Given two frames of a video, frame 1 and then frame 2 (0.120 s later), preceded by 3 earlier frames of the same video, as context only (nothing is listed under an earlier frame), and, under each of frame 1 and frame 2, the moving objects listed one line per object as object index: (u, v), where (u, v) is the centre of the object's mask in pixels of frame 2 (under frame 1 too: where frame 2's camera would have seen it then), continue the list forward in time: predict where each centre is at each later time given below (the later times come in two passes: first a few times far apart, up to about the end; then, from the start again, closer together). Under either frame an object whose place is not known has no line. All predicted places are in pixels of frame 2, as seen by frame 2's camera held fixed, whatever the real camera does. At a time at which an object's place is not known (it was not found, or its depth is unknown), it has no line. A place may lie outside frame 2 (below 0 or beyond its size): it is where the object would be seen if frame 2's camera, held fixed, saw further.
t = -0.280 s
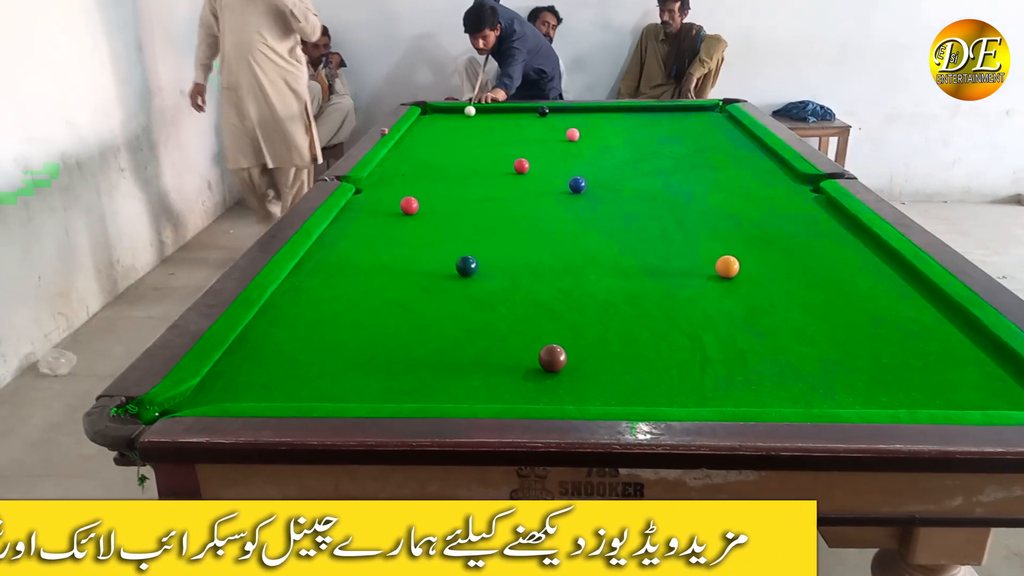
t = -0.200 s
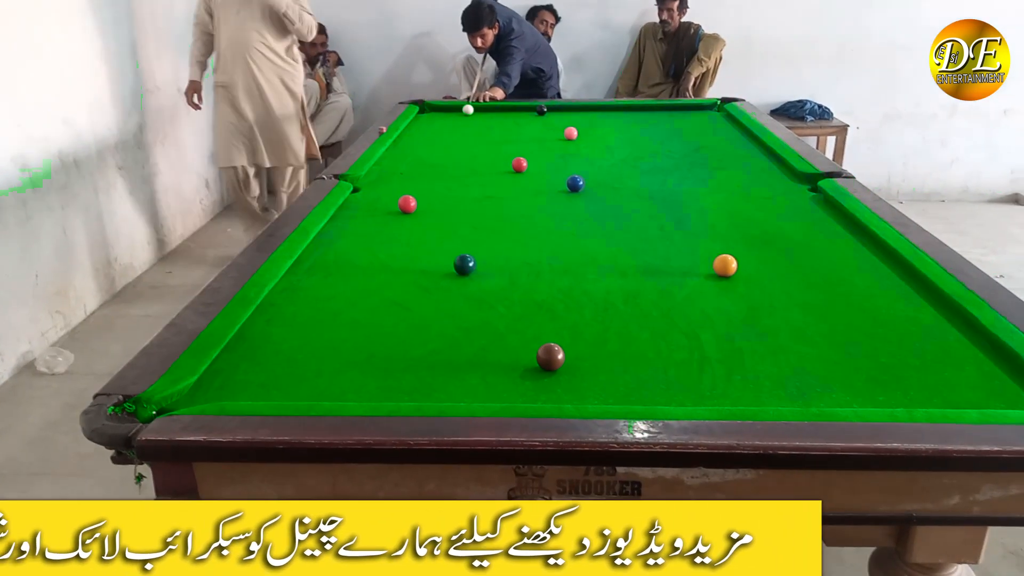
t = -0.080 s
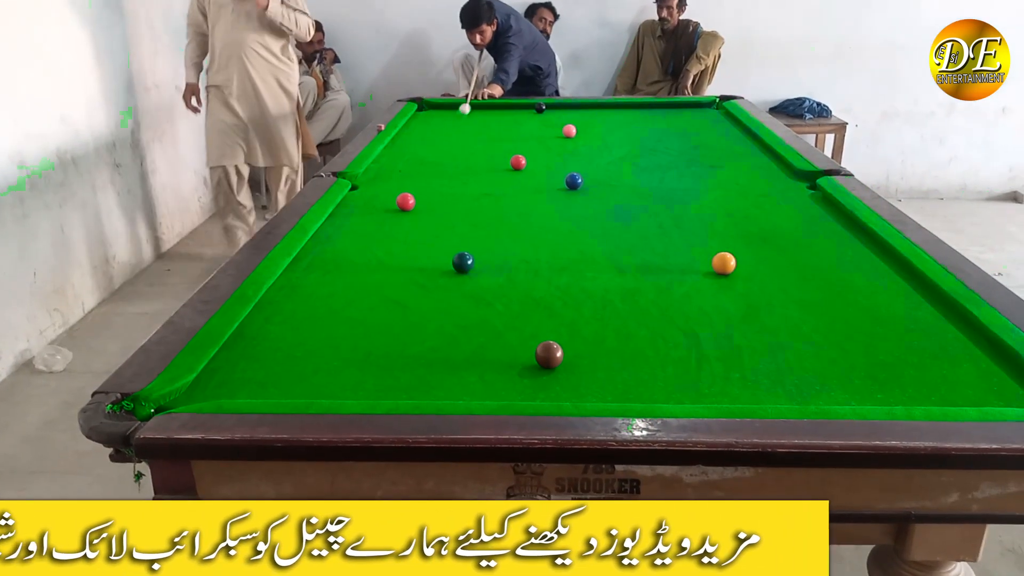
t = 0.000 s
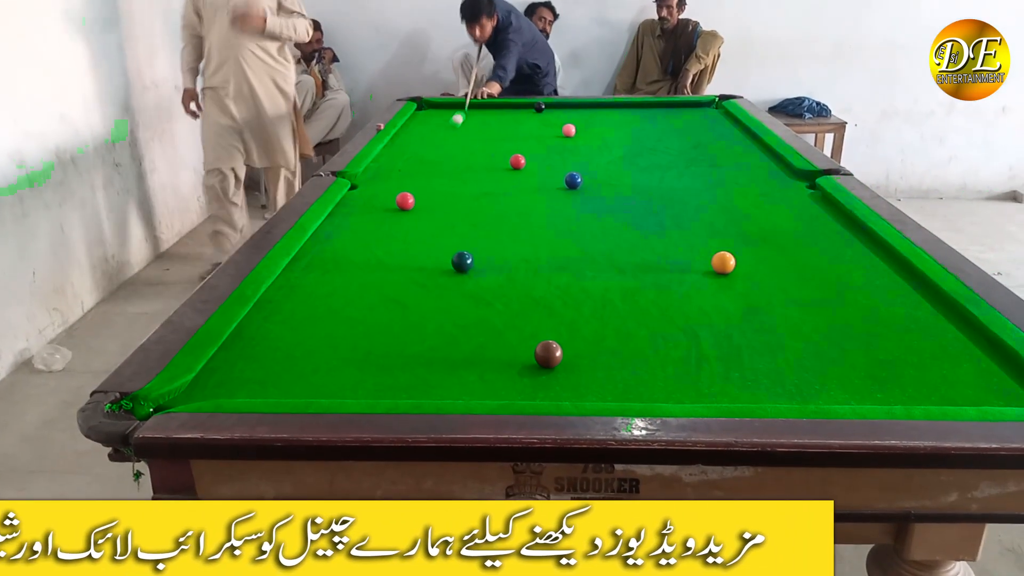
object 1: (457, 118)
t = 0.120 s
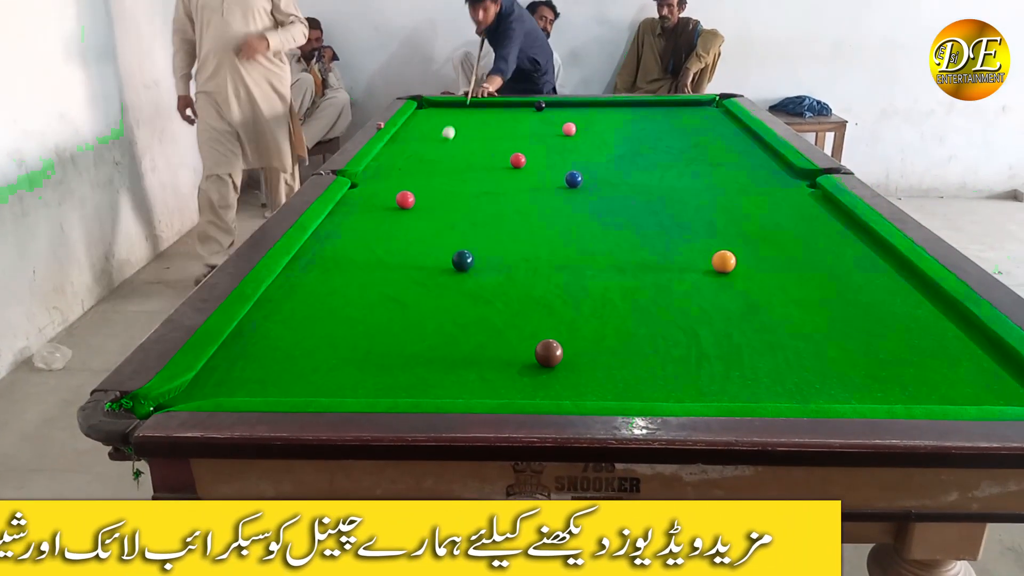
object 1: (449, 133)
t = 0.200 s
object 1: (441, 145)
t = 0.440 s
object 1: (414, 189)
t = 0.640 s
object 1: (410, 198)
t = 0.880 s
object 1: (404, 211)
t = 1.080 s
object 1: (398, 222)
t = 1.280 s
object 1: (392, 235)
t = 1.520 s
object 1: (384, 250)
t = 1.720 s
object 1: (376, 263)
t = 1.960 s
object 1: (366, 279)
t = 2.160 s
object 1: (356, 293)
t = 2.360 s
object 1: (345, 307)
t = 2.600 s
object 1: (331, 324)
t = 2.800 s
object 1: (320, 339)
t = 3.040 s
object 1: (306, 357)
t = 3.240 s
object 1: (294, 371)
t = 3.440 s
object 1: (281, 385)
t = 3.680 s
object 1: (272, 389)
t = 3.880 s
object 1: (275, 384)
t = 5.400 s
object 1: (276, 370)
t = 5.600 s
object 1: (276, 370)
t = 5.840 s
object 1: (276, 370)
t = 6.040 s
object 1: (276, 370)
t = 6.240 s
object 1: (276, 370)
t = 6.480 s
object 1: (276, 370)
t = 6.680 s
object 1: (276, 370)
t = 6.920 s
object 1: (276, 370)
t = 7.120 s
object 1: (276, 370)
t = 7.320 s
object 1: (276, 370)
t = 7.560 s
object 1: (276, 370)
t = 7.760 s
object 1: (276, 370)
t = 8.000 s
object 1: (275, 370)
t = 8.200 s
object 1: (275, 370)
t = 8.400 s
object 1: (275, 370)
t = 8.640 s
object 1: (275, 370)
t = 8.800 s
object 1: (275, 370)
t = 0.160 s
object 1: (446, 138)
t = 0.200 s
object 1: (441, 145)
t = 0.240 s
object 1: (437, 151)
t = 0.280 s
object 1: (433, 158)
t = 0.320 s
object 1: (429, 164)
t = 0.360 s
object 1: (425, 170)
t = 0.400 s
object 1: (418, 181)
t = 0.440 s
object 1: (414, 189)
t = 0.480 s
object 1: (411, 193)
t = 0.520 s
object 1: (410, 195)
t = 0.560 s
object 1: (410, 196)
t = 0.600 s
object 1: (410, 197)
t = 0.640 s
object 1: (410, 198)
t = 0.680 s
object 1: (409, 200)
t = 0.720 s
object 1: (408, 202)
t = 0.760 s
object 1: (407, 204)
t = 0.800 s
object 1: (406, 206)
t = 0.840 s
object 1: (405, 208)
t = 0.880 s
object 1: (404, 211)
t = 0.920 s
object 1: (403, 213)
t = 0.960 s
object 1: (402, 215)
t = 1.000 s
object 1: (401, 218)
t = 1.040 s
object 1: (400, 220)
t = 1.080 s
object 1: (398, 222)
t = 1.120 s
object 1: (397, 225)
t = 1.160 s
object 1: (396, 227)
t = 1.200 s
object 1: (395, 230)
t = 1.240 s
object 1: (394, 232)
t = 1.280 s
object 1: (392, 235)
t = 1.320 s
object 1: (391, 237)
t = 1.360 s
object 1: (389, 240)
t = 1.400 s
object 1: (388, 242)
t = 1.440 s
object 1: (386, 245)
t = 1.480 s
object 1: (385, 247)
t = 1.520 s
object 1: (384, 250)
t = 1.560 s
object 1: (382, 252)
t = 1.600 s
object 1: (380, 255)
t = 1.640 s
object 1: (379, 258)
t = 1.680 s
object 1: (378, 260)
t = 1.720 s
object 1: (376, 263)
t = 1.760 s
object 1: (374, 266)
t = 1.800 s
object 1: (372, 268)
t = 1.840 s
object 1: (371, 271)
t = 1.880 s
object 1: (369, 274)
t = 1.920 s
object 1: (367, 276)
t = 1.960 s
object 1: (366, 279)
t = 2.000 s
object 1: (364, 282)
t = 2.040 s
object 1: (361, 285)
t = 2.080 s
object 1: (360, 288)
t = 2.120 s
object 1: (358, 290)
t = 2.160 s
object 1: (356, 293)
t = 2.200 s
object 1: (353, 296)
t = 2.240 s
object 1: (351, 299)
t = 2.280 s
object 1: (349, 302)
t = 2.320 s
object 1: (347, 305)
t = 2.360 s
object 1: (345, 307)
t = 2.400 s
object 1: (343, 310)
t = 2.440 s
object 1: (340, 313)
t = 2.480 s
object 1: (338, 316)
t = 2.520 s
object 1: (336, 319)
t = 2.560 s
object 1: (334, 322)
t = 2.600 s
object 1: (331, 324)
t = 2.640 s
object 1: (329, 327)
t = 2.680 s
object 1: (326, 331)
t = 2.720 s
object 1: (324, 334)
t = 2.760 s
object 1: (322, 337)
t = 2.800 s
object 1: (320, 339)
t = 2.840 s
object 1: (317, 342)
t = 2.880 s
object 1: (315, 345)
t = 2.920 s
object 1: (312, 349)
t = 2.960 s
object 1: (310, 351)
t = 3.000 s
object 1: (308, 354)
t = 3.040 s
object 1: (306, 357)
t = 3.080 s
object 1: (303, 360)
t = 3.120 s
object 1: (301, 363)
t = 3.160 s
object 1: (298, 366)
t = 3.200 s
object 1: (296, 369)
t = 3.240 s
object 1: (294, 371)
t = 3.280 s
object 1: (291, 374)
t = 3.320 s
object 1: (288, 377)
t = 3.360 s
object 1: (286, 380)
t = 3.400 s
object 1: (283, 382)
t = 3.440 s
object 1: (281, 385)
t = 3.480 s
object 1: (279, 386)
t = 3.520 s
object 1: (276, 388)
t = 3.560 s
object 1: (274, 389)
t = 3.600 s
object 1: (271, 390)
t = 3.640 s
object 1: (272, 390)
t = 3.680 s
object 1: (272, 389)
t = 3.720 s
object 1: (273, 388)
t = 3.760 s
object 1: (274, 387)
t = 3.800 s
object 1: (274, 386)
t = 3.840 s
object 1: (275, 385)
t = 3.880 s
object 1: (275, 384)
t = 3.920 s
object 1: (276, 383)
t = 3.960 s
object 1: (276, 381)
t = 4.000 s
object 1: (276, 380)
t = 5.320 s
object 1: (276, 370)
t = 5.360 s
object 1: (276, 370)
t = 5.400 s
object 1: (276, 370)
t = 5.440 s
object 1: (276, 370)
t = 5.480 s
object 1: (276, 370)
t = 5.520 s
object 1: (276, 370)
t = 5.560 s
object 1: (276, 370)
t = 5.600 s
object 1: (276, 370)
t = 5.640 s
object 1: (276, 370)
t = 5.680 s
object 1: (276, 370)
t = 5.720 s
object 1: (276, 370)
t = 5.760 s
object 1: (276, 370)
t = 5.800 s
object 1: (276, 370)
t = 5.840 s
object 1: (276, 370)
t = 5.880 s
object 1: (276, 370)
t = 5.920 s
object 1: (276, 370)
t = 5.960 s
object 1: (276, 370)
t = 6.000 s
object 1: (276, 370)
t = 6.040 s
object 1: (276, 370)
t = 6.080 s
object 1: (276, 370)
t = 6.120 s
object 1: (276, 370)
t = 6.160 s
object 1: (276, 370)
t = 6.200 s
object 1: (276, 370)
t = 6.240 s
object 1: (276, 370)
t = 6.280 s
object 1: (276, 370)
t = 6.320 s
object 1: (276, 370)
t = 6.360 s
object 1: (276, 370)
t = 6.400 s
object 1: (276, 370)
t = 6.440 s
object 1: (276, 370)
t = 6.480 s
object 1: (276, 370)
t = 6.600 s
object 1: (276, 370)
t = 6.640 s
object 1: (275, 370)
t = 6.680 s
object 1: (276, 370)
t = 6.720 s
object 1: (276, 370)
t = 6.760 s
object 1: (276, 370)
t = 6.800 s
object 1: (276, 370)
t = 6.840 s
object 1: (276, 370)
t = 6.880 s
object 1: (276, 370)
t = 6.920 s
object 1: (276, 370)
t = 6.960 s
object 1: (276, 370)
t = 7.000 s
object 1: (276, 370)
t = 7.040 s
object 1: (276, 370)
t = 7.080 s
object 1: (276, 370)
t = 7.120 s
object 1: (276, 370)
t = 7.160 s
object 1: (276, 370)
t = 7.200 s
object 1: (276, 370)
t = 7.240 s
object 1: (276, 370)
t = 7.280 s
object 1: (276, 370)
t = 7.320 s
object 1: (276, 370)
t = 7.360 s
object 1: (276, 370)
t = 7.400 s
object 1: (276, 370)
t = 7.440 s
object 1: (276, 370)
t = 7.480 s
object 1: (276, 370)
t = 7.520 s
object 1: (276, 370)
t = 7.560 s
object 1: (276, 370)
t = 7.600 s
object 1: (275, 370)
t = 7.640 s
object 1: (276, 370)
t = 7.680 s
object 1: (276, 370)
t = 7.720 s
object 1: (275, 370)
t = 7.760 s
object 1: (276, 370)
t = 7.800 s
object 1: (276, 370)
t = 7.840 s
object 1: (276, 370)
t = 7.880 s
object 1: (275, 370)
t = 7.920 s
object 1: (275, 370)
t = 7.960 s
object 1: (275, 370)
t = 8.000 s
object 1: (275, 370)
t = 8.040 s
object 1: (275, 370)
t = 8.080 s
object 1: (275, 370)
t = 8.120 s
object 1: (275, 370)
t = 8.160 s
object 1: (275, 370)
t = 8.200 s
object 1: (275, 370)
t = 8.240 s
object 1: (275, 370)
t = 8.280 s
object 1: (275, 370)
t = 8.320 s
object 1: (275, 370)
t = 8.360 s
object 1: (275, 370)
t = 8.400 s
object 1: (275, 370)
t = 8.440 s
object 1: (275, 370)
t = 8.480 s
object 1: (275, 370)
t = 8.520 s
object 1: (275, 370)
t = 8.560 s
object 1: (275, 370)
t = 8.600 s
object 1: (275, 370)
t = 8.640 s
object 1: (275, 370)
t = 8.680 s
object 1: (275, 370)
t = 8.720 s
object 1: (275, 370)
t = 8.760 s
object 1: (275, 370)
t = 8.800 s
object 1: (275, 370)
